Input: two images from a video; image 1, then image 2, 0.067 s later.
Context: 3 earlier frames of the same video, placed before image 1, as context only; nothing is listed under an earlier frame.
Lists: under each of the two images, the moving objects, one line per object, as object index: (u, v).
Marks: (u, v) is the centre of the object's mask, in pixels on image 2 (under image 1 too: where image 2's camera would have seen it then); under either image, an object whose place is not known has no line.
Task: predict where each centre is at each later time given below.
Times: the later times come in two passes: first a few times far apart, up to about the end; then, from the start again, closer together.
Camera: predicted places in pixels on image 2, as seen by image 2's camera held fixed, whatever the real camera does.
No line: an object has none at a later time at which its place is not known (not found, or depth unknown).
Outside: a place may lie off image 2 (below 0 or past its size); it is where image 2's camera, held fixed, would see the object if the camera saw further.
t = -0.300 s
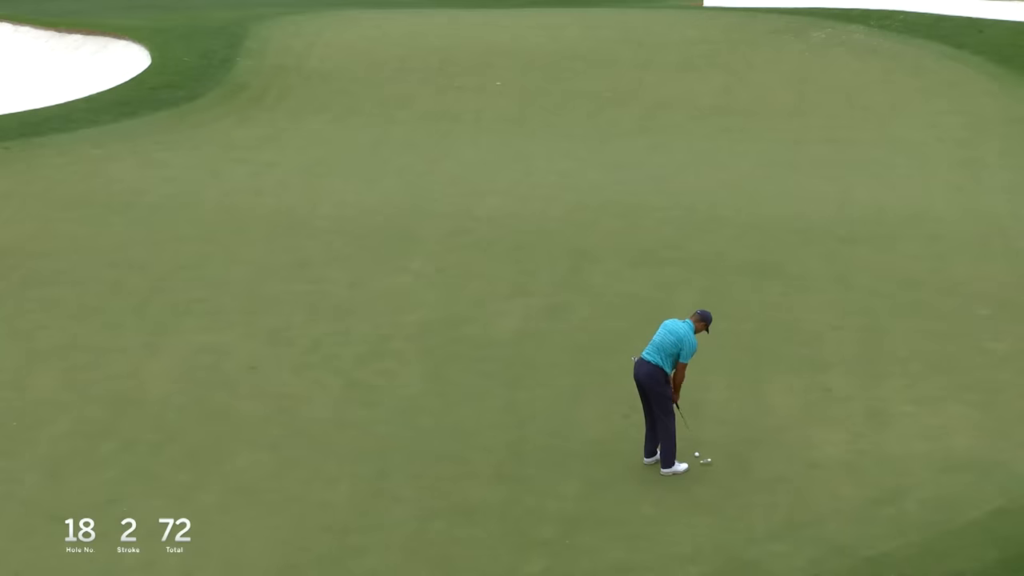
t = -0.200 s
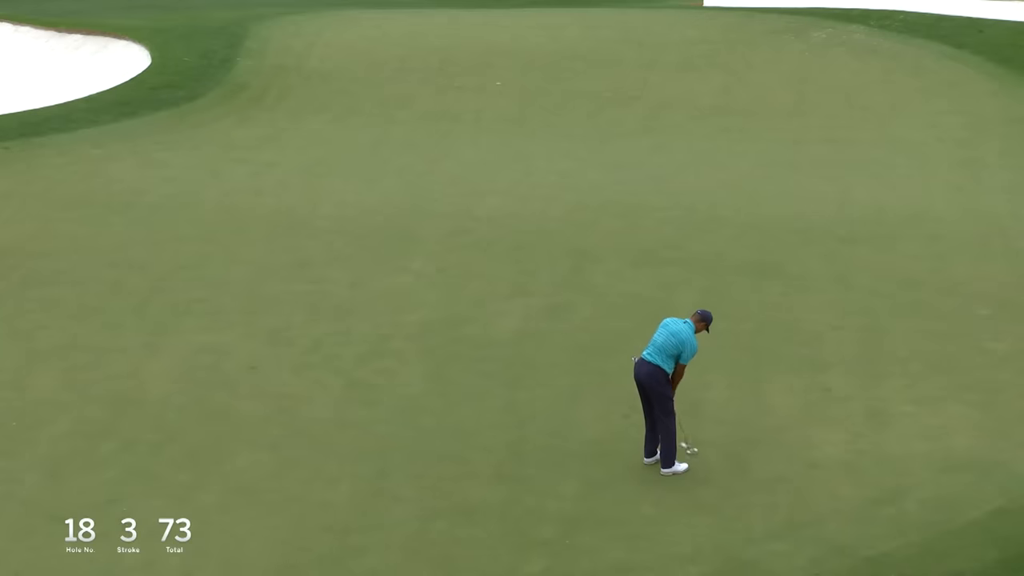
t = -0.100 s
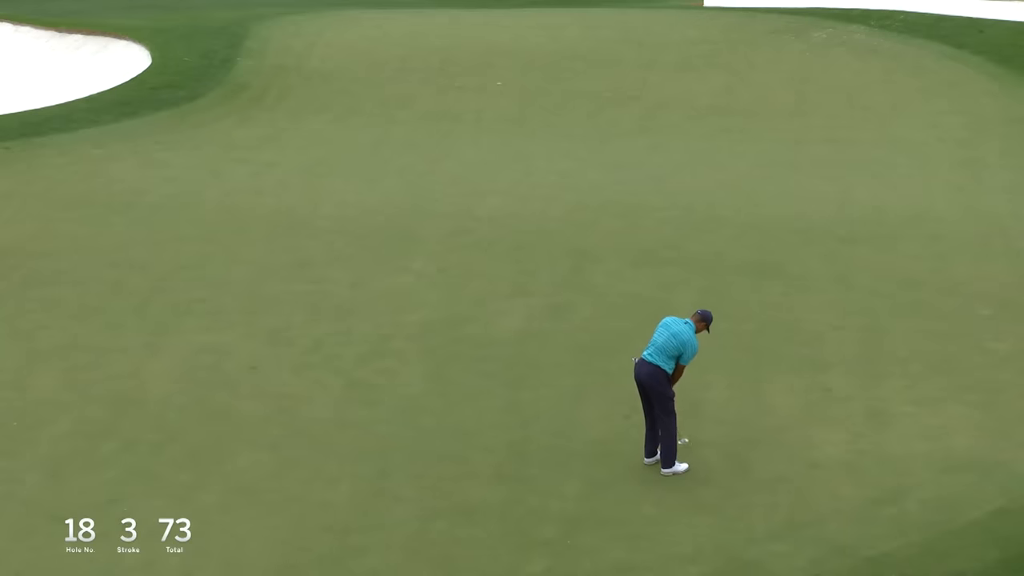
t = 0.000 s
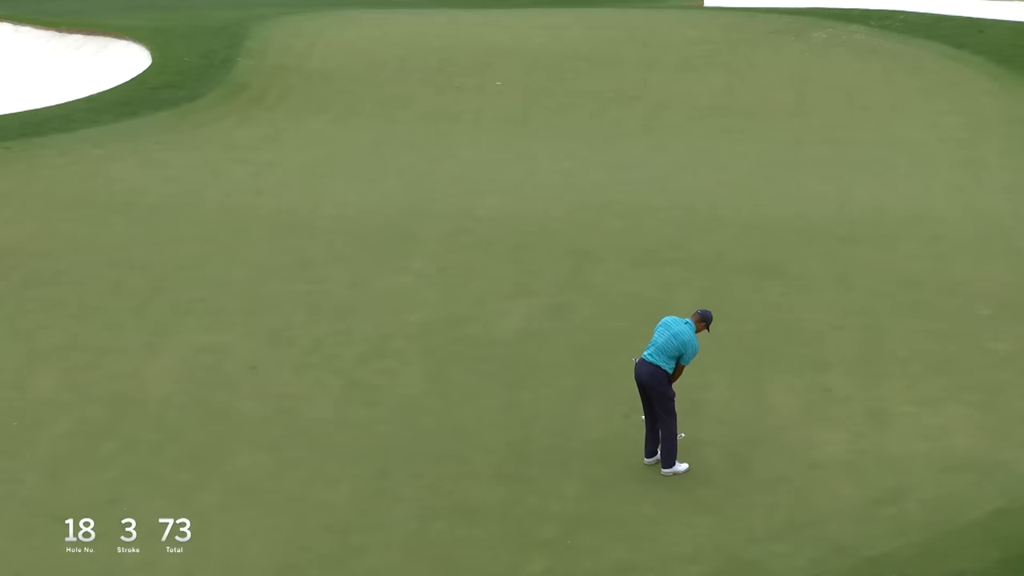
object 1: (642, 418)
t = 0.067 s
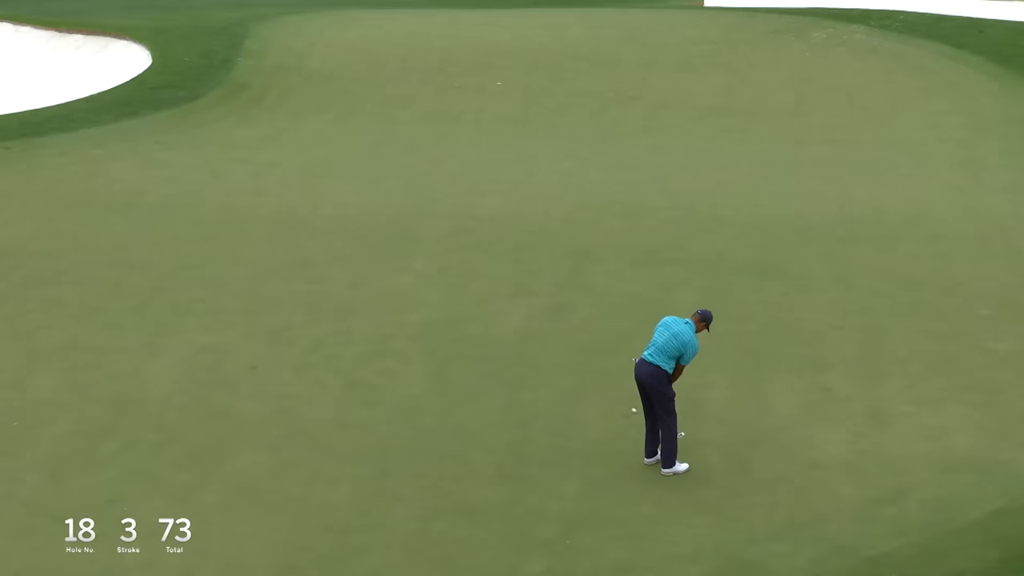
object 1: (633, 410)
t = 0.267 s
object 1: (605, 389)
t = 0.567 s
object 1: (567, 361)
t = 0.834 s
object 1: (539, 339)
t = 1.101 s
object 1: (514, 319)
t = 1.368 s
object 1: (492, 300)
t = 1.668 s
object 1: (472, 282)
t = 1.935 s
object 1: (456, 268)
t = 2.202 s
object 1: (441, 254)
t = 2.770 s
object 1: (415, 230)
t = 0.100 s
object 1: (629, 407)
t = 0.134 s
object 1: (624, 403)
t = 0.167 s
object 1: (619, 399)
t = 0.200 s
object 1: (614, 396)
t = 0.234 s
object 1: (610, 392)
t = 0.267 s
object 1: (605, 389)
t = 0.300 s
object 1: (601, 386)
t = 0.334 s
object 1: (596, 382)
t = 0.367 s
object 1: (592, 379)
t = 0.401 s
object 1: (588, 376)
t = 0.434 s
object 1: (584, 373)
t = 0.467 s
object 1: (579, 370)
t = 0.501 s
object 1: (575, 367)
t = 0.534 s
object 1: (571, 364)
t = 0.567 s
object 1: (567, 361)
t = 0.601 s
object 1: (563, 357)
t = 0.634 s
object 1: (560, 355)
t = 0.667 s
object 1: (556, 352)
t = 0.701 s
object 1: (552, 350)
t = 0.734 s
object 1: (548, 347)
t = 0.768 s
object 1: (545, 344)
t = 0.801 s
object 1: (542, 341)
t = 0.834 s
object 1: (539, 339)
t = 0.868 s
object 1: (535, 336)
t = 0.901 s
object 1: (532, 334)
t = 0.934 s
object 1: (528, 331)
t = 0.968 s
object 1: (525, 328)
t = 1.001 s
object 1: (523, 326)
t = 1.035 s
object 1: (520, 323)
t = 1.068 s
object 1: (517, 321)
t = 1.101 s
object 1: (514, 319)
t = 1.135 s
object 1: (511, 316)
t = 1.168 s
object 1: (508, 314)
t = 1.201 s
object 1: (505, 311)
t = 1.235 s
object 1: (503, 309)
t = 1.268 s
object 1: (500, 307)
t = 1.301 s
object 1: (497, 305)
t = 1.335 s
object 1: (495, 303)
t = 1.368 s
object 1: (492, 300)
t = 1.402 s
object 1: (490, 298)
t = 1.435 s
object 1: (488, 296)
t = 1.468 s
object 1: (485, 294)
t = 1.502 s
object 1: (483, 292)
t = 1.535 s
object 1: (481, 290)
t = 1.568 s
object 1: (478, 288)
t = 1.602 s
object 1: (476, 286)
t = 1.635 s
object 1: (474, 284)
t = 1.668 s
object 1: (472, 282)
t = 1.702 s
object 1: (469, 280)
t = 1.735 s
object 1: (467, 278)
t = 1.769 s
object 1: (466, 276)
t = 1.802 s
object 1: (463, 275)
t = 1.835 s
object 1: (462, 273)
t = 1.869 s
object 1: (459, 271)
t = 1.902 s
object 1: (458, 269)
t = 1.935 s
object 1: (456, 268)
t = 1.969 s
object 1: (454, 265)
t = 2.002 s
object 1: (452, 264)
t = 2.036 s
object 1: (450, 262)
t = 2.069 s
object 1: (448, 260)
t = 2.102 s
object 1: (446, 258)
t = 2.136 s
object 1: (445, 257)
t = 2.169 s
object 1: (443, 255)
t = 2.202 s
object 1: (441, 254)
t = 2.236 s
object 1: (439, 253)
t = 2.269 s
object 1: (437, 251)
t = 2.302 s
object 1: (436, 249)
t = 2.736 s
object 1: (416, 231)
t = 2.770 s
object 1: (415, 230)
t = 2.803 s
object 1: (413, 229)
